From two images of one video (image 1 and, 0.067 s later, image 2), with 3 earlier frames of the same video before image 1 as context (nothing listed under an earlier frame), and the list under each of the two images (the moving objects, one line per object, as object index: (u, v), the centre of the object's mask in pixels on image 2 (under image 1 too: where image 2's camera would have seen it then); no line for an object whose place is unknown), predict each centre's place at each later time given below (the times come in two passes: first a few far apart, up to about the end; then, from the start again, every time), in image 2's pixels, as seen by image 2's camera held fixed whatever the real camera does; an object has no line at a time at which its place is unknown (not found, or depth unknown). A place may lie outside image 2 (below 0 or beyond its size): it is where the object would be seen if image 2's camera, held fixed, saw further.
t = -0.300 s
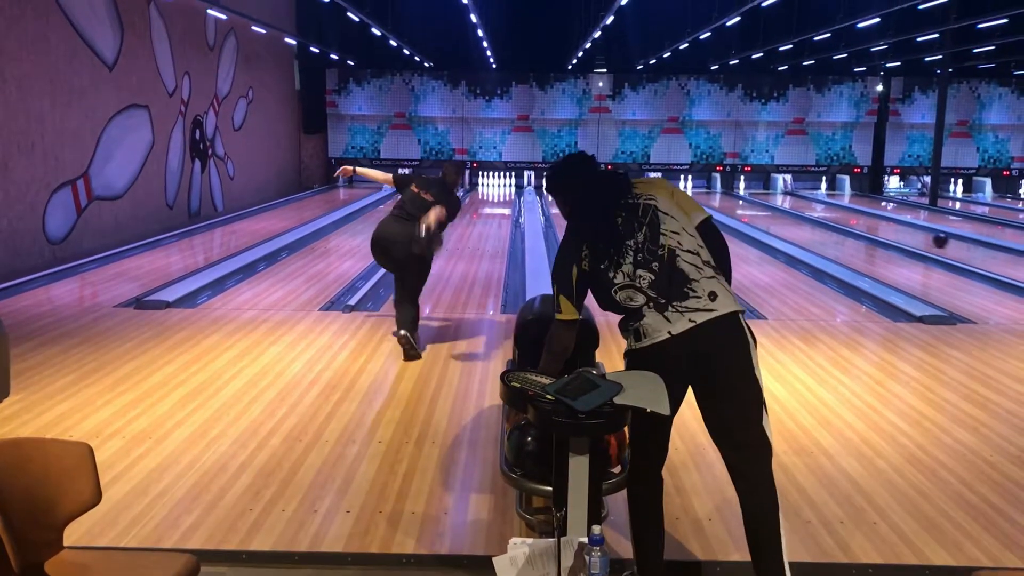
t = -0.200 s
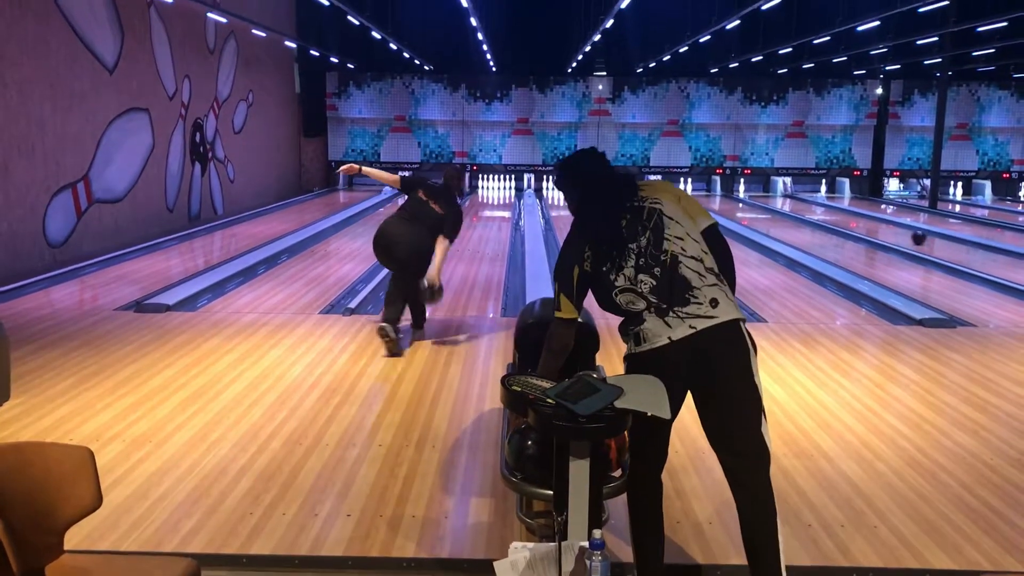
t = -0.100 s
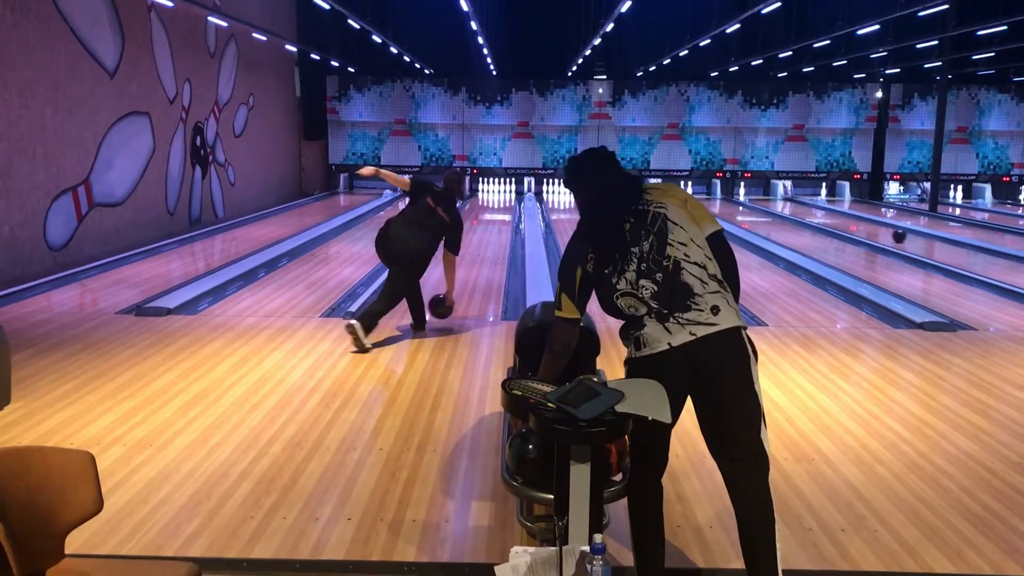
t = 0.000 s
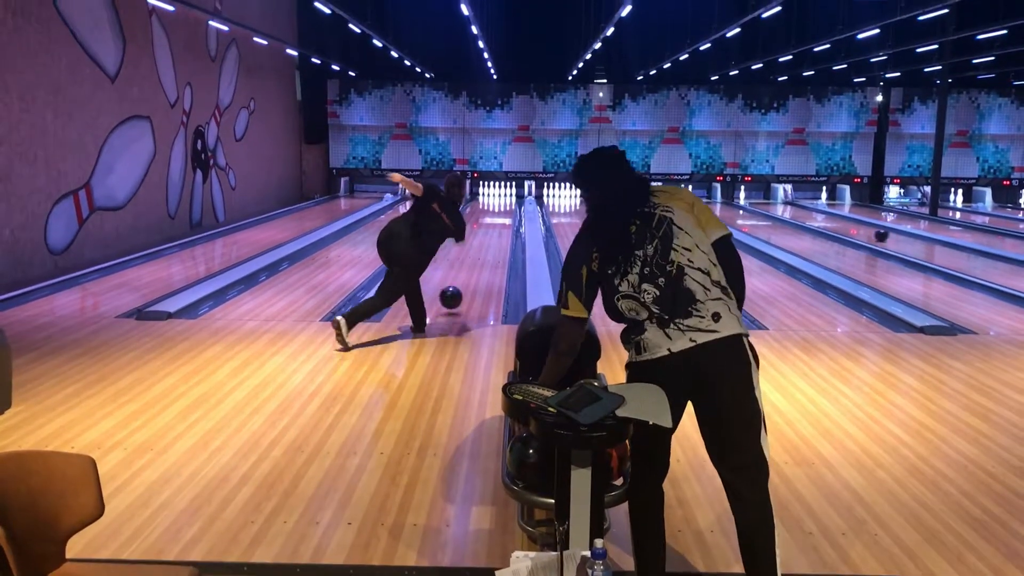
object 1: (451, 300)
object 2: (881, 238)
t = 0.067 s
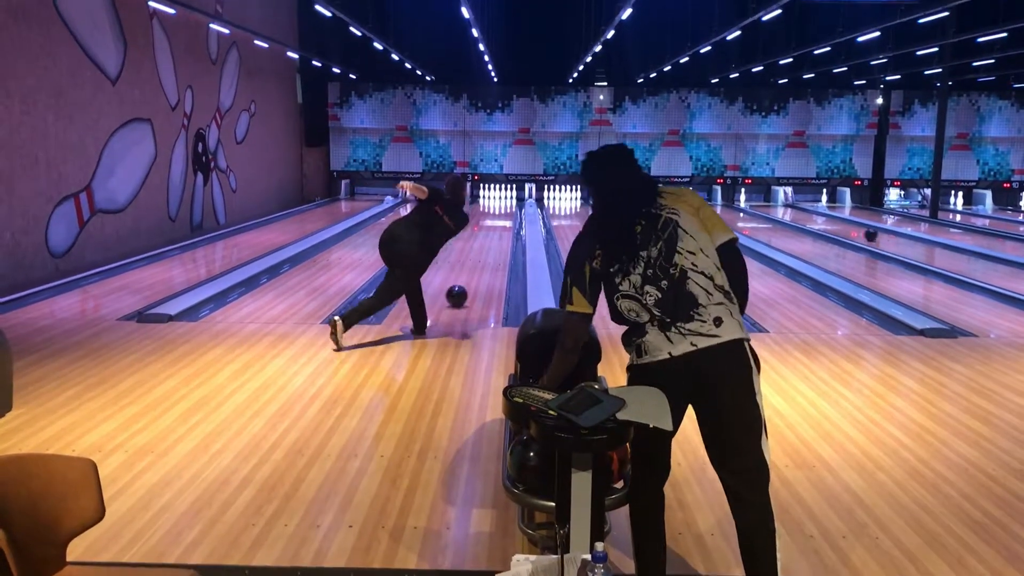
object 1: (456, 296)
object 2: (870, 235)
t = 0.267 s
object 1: (469, 273)
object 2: (841, 228)
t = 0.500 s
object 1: (479, 254)
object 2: (813, 220)
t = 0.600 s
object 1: (482, 248)
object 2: (802, 218)
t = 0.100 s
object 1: (459, 291)
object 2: (865, 234)
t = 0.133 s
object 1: (461, 288)
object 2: (861, 232)
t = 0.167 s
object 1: (463, 284)
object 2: (855, 231)
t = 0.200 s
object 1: (465, 280)
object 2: (850, 230)
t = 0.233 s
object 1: (467, 277)
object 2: (845, 229)
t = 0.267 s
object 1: (469, 273)
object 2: (841, 228)
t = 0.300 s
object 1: (470, 270)
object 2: (837, 226)
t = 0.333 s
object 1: (472, 267)
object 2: (833, 225)
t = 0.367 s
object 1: (473, 264)
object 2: (829, 224)
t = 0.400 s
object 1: (475, 262)
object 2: (824, 223)
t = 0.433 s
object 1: (476, 259)
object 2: (820, 222)
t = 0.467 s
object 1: (477, 257)
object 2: (817, 221)
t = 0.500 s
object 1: (479, 254)
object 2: (813, 220)
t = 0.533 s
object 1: (480, 252)
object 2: (809, 219)
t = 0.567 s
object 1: (481, 250)
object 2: (806, 218)
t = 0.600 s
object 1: (482, 248)
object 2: (802, 218)
